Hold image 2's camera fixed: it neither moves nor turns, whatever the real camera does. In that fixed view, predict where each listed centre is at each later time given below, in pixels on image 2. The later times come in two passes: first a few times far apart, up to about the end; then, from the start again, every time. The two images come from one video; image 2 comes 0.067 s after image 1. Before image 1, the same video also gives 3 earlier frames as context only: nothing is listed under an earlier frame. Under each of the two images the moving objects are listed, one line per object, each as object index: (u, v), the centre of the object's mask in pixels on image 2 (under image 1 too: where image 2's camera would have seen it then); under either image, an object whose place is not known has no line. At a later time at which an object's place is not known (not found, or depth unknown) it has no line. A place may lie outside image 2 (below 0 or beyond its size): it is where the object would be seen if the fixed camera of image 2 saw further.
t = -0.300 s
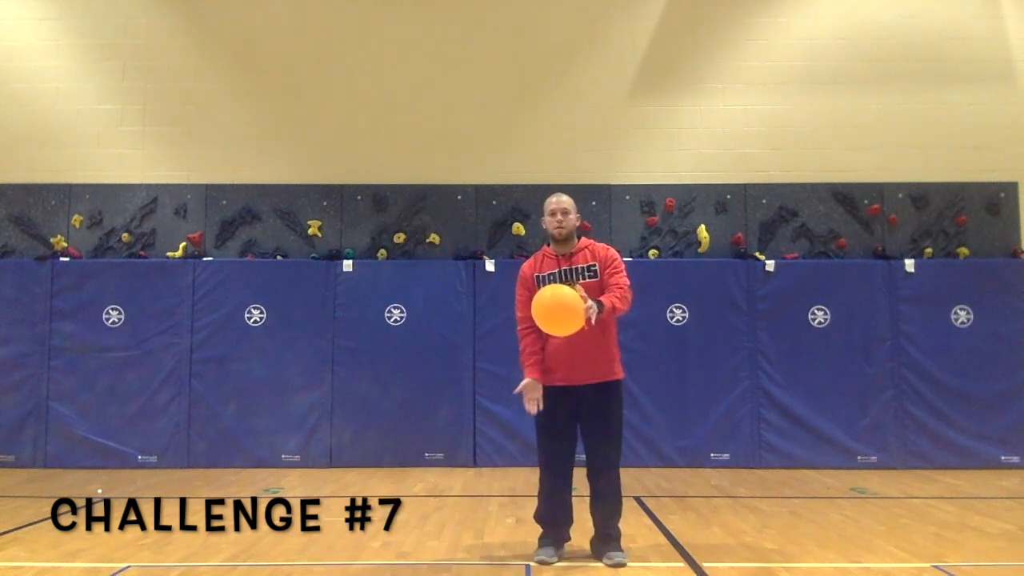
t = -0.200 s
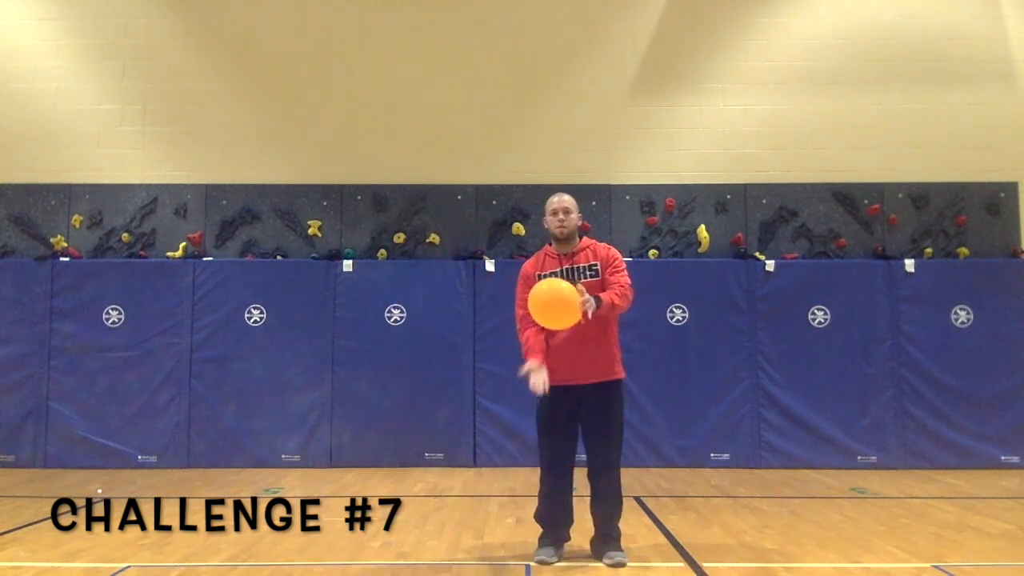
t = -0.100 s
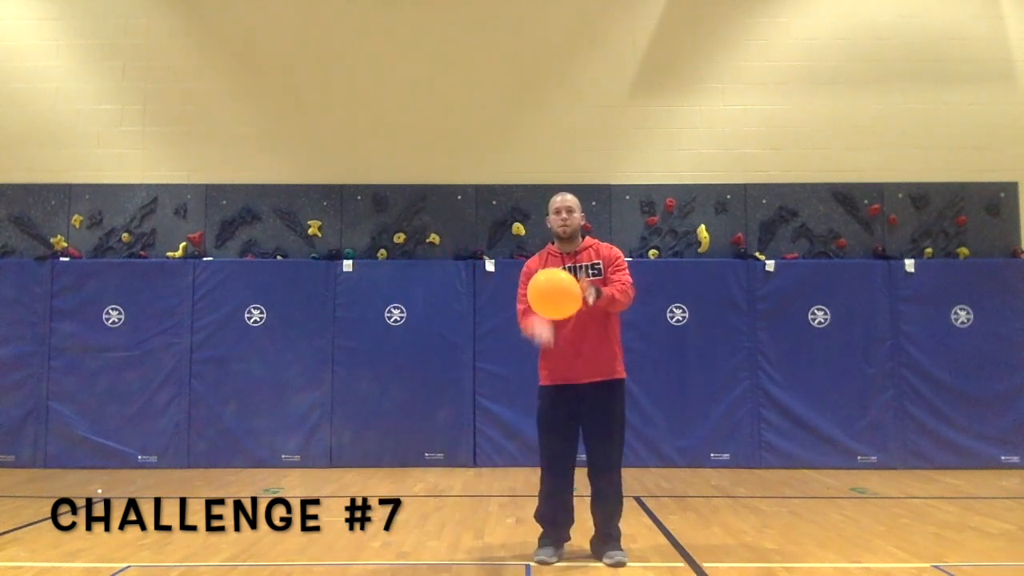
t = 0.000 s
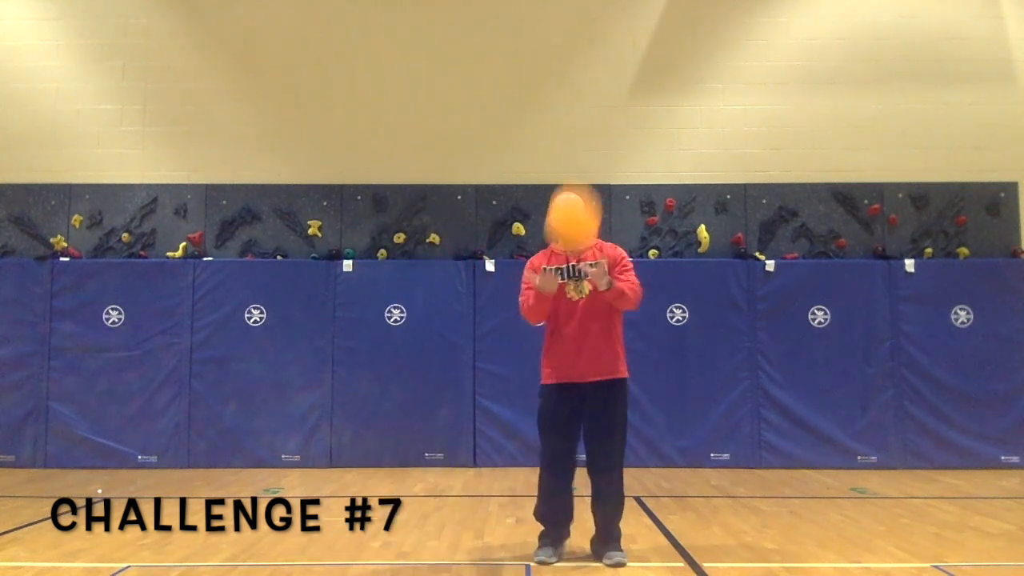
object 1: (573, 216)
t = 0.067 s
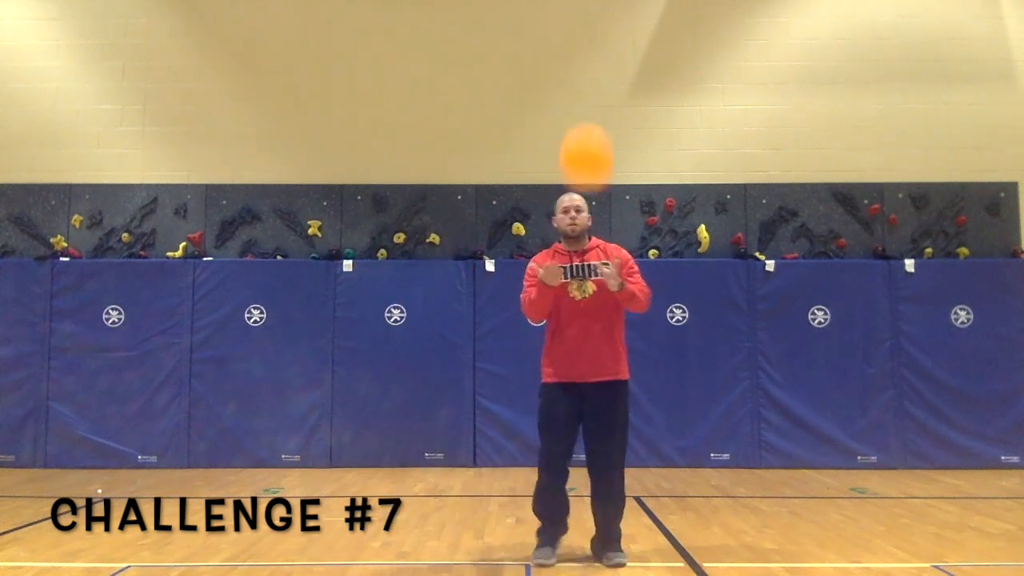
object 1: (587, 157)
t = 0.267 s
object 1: (579, 64)
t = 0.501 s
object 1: (588, 20)
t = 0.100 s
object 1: (589, 132)
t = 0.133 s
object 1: (588, 110)
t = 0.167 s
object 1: (586, 93)
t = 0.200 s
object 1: (583, 81)
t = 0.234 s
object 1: (580, 71)
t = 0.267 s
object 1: (579, 64)
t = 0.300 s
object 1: (580, 56)
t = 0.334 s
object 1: (581, 49)
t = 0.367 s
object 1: (582, 42)
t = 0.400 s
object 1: (584, 35)
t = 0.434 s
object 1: (586, 28)
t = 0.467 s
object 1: (587, 24)
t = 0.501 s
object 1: (588, 20)
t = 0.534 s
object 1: (589, 17)
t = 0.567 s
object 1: (591, 15)
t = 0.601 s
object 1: (592, 12)
